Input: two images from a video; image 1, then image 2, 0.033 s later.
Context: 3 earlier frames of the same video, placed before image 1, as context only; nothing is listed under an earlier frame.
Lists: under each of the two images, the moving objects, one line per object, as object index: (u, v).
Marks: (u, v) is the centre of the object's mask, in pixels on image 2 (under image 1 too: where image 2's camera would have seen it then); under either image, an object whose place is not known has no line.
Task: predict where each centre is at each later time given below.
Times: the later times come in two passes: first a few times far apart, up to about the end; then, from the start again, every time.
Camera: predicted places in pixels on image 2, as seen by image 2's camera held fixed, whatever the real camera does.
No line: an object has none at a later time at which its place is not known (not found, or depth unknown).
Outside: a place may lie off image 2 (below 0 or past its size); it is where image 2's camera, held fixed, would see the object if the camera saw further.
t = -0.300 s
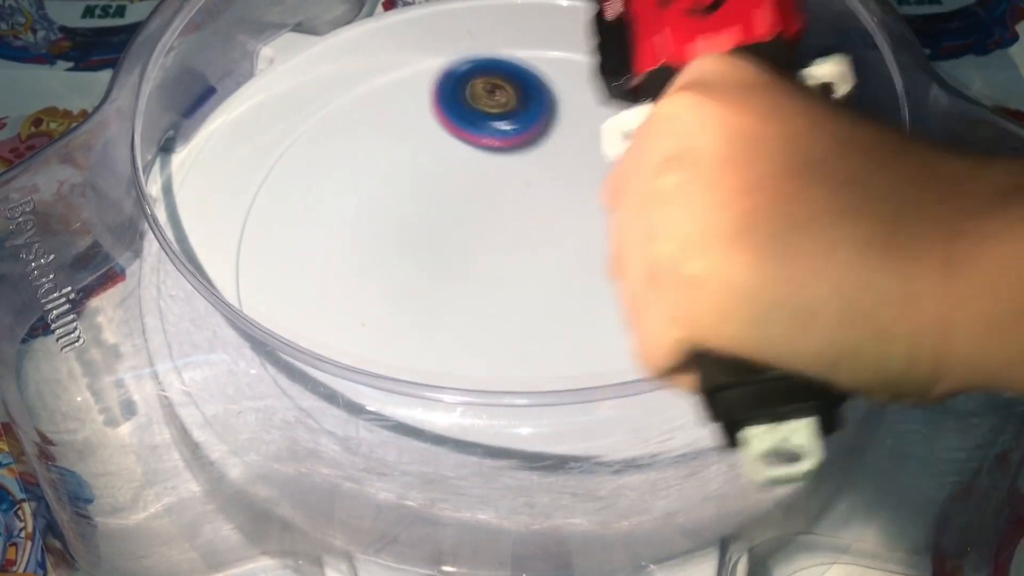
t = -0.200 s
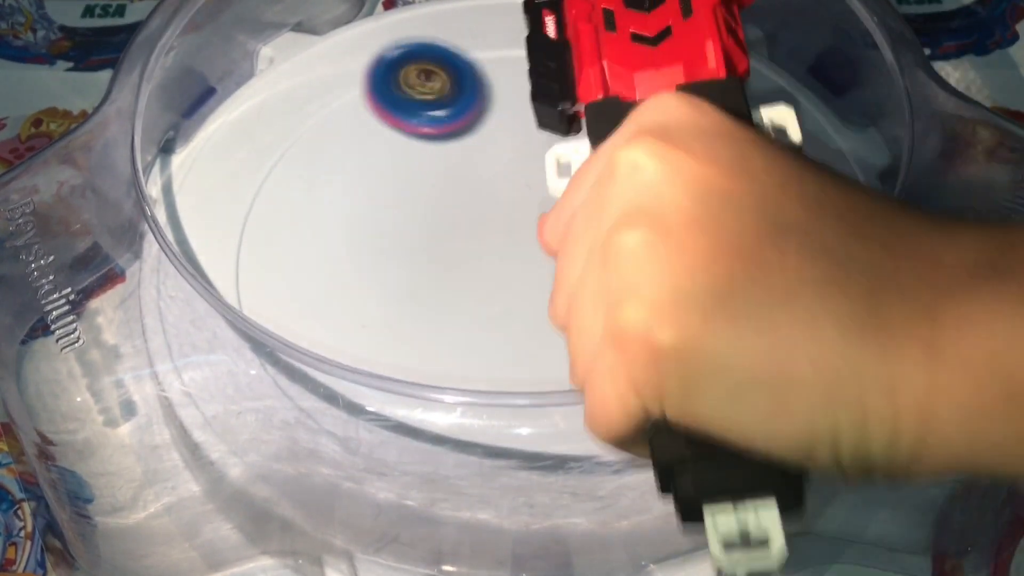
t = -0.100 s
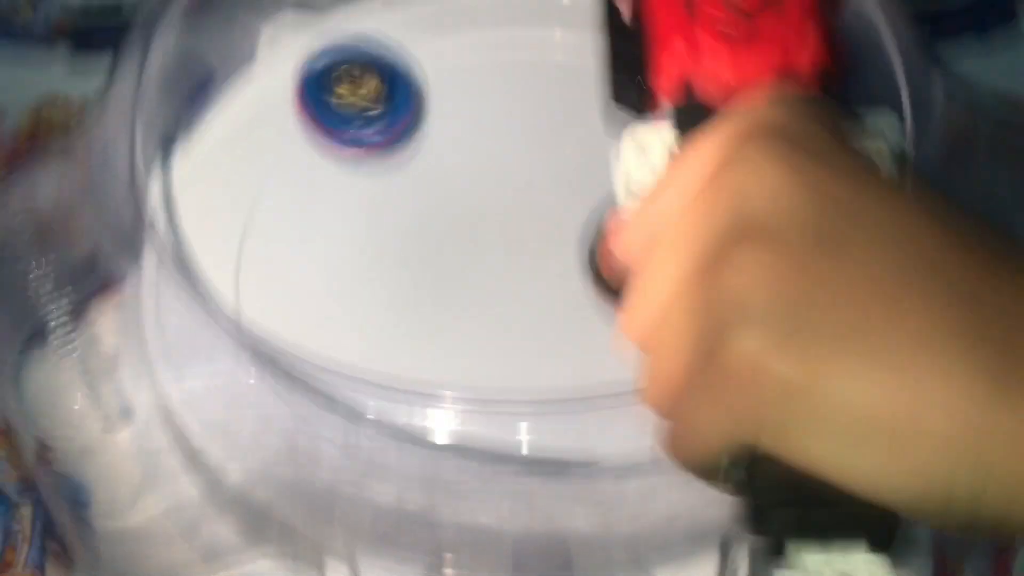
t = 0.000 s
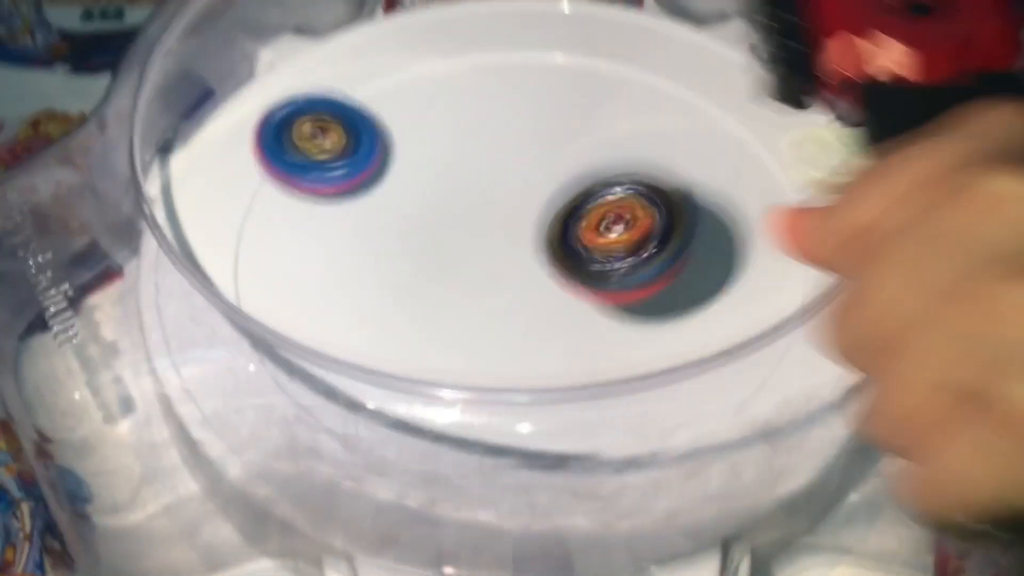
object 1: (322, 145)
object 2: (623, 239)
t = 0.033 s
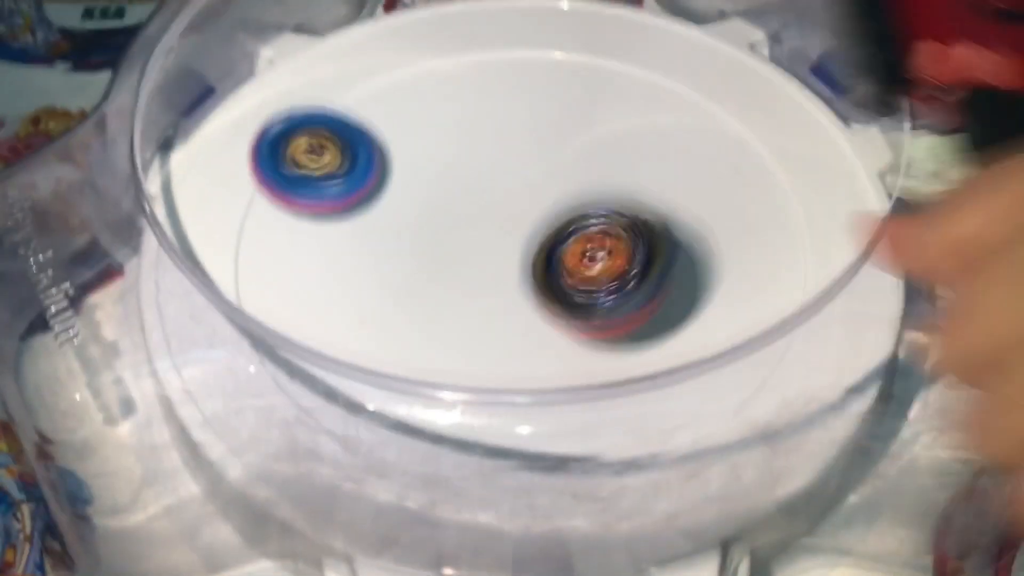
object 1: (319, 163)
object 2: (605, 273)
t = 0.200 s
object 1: (390, 258)
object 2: (516, 309)
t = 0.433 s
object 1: (505, 213)
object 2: (543, 332)
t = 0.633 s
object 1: (565, 138)
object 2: (588, 322)
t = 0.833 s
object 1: (531, 104)
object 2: (588, 319)
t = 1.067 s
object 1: (504, 148)
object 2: (517, 348)
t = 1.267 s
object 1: (551, 197)
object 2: (575, 365)
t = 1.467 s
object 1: (632, 160)
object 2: (521, 286)
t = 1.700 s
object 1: (613, 148)
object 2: (355, 294)
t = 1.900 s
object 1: (581, 181)
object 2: (397, 390)
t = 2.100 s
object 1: (590, 153)
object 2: (585, 331)
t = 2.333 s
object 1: (548, 60)
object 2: (526, 232)
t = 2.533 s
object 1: (482, 101)
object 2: (331, 246)
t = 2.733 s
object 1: (456, 167)
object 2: (360, 396)
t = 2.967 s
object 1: (504, 240)
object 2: (640, 285)
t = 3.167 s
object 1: (547, 267)
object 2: (598, 90)
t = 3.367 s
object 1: (600, 276)
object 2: (397, 53)
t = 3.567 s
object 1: (623, 256)
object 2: (300, 211)
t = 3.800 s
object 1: (611, 209)
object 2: (578, 325)
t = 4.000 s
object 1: (578, 159)
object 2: (741, 220)
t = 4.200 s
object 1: (511, 176)
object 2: (612, 88)
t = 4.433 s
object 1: (365, 303)
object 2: (432, 119)
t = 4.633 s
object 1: (418, 409)
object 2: (443, 244)
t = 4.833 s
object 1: (545, 464)
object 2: (620, 244)
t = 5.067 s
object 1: (578, 443)
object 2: (659, 111)
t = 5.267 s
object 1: (576, 326)
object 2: (510, 102)
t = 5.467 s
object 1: (603, 292)
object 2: (389, 214)
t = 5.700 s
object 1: (703, 282)
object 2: (373, 314)
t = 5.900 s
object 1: (631, 177)
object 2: (558, 324)
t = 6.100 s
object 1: (545, 86)
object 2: (638, 211)
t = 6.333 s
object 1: (420, 72)
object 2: (548, 132)
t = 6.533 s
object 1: (379, 118)
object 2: (523, 227)
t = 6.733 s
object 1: (448, 166)
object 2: (632, 294)
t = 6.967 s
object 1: (565, 219)
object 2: (722, 225)
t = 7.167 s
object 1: (491, 211)
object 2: (714, 164)
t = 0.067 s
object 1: (322, 186)
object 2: (592, 312)
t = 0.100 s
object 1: (329, 207)
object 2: (570, 297)
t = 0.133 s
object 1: (343, 224)
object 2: (552, 294)
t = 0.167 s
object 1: (363, 240)
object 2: (533, 309)
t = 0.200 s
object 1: (390, 258)
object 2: (516, 309)
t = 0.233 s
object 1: (397, 251)
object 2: (518, 308)
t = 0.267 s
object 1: (411, 244)
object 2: (520, 322)
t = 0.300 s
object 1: (427, 242)
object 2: (523, 328)
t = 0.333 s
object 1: (445, 238)
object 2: (527, 333)
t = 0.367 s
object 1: (466, 232)
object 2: (531, 332)
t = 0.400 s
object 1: (486, 224)
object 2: (536, 332)
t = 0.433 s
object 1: (505, 213)
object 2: (543, 332)
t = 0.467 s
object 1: (522, 200)
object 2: (550, 330)
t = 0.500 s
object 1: (537, 192)
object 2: (559, 333)
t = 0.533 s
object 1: (549, 181)
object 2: (572, 332)
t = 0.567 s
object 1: (557, 167)
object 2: (572, 329)
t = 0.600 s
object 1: (562, 152)
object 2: (577, 325)
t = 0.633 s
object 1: (565, 138)
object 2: (588, 322)
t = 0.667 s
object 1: (565, 129)
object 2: (591, 324)
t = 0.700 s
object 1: (561, 120)
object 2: (593, 319)
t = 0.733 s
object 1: (555, 109)
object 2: (595, 314)
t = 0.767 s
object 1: (547, 105)
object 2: (595, 318)
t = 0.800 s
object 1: (539, 103)
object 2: (593, 319)
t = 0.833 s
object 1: (531, 104)
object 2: (588, 319)
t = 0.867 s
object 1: (523, 105)
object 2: (580, 319)
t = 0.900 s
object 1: (517, 108)
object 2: (570, 321)
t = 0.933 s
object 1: (511, 113)
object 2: (558, 325)
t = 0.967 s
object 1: (506, 119)
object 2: (546, 331)
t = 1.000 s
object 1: (504, 128)
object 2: (533, 337)
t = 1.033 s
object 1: (503, 137)
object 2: (524, 342)
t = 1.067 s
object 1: (504, 148)
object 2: (517, 348)
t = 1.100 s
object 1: (508, 158)
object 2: (515, 352)
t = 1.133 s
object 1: (513, 168)
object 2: (518, 371)
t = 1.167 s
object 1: (521, 177)
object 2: (527, 379)
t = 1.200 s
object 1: (530, 185)
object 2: (542, 382)
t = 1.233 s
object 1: (540, 191)
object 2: (559, 378)
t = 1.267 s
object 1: (551, 197)
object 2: (575, 365)
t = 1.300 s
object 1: (562, 202)
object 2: (583, 344)
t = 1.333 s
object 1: (576, 203)
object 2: (588, 329)
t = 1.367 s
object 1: (593, 202)
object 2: (582, 309)
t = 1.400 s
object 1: (610, 184)
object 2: (567, 302)
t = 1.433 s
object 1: (624, 171)
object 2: (546, 294)
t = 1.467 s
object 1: (632, 160)
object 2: (521, 286)
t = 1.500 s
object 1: (635, 153)
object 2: (495, 280)
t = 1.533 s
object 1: (635, 148)
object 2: (468, 275)
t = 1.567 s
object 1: (632, 146)
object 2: (443, 273)
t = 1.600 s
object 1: (628, 144)
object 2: (418, 274)
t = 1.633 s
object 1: (623, 144)
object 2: (394, 277)
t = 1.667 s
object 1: (618, 146)
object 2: (373, 283)
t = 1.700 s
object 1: (613, 148)
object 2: (355, 294)
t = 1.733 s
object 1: (608, 150)
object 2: (344, 305)
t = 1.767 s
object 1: (602, 155)
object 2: (343, 314)
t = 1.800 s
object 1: (597, 160)
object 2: (343, 334)
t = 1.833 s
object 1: (591, 166)
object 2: (351, 356)
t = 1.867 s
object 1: (586, 173)
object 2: (371, 372)
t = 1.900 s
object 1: (581, 181)
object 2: (397, 390)
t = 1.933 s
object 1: (578, 189)
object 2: (441, 388)
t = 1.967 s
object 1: (575, 198)
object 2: (482, 383)
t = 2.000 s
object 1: (573, 207)
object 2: (520, 354)
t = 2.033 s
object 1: (573, 216)
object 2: (554, 340)
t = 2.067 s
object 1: (579, 201)
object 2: (577, 325)
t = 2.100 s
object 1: (590, 153)
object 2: (585, 331)
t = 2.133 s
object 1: (600, 111)
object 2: (591, 329)
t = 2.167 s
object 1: (606, 74)
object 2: (594, 317)
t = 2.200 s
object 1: (605, 43)
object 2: (590, 299)
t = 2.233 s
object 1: (598, 33)
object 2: (582, 282)
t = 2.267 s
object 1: (584, 37)
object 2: (568, 266)
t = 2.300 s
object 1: (567, 46)
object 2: (548, 246)
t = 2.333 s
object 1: (548, 60)
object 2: (526, 232)
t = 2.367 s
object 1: (529, 76)
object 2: (500, 219)
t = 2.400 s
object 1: (509, 90)
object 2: (470, 208)
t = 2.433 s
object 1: (494, 101)
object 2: (438, 204)
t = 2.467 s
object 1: (492, 95)
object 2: (397, 215)
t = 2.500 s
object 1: (488, 96)
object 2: (360, 228)
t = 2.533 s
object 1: (482, 101)
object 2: (331, 246)
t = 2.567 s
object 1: (475, 110)
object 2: (308, 266)
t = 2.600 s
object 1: (468, 119)
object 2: (299, 287)
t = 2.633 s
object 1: (462, 131)
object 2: (294, 315)
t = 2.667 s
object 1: (458, 142)
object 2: (299, 346)
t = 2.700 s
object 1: (456, 154)
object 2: (321, 375)
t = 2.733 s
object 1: (456, 167)
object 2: (360, 396)
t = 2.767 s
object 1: (458, 180)
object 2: (404, 408)
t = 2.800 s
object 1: (463, 192)
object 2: (456, 410)
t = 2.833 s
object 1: (469, 204)
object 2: (508, 393)
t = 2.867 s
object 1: (476, 215)
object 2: (553, 378)
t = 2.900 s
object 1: (485, 225)
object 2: (594, 349)
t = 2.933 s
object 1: (495, 234)
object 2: (624, 319)
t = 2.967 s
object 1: (504, 240)
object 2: (640, 285)
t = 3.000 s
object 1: (512, 246)
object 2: (649, 247)
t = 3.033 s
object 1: (516, 250)
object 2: (655, 210)
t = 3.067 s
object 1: (521, 253)
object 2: (651, 175)
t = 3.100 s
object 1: (528, 257)
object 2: (639, 143)
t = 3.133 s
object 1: (538, 264)
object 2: (623, 116)
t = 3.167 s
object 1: (547, 267)
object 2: (598, 90)
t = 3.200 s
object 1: (556, 271)
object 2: (570, 69)
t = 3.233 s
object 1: (566, 274)
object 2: (537, 53)
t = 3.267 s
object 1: (575, 275)
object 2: (502, 44)
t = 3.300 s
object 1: (584, 276)
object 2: (466, 40)
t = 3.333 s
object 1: (592, 277)
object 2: (430, 41)
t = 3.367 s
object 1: (600, 276)
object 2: (397, 53)
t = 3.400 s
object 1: (606, 274)
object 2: (368, 70)
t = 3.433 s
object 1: (612, 272)
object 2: (340, 89)
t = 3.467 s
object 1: (616, 268)
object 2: (315, 112)
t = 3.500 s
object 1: (620, 264)
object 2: (300, 140)
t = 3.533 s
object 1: (622, 260)
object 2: (293, 175)
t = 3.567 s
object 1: (623, 256)
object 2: (300, 211)
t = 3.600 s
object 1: (623, 252)
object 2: (319, 245)
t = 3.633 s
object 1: (622, 248)
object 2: (349, 275)
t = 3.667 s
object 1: (620, 244)
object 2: (390, 301)
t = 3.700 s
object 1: (617, 239)
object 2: (440, 316)
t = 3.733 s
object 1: (612, 238)
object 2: (490, 325)
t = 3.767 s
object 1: (607, 230)
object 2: (539, 323)
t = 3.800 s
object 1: (611, 209)
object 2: (578, 325)
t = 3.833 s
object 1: (614, 190)
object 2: (613, 322)
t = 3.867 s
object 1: (612, 174)
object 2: (647, 312)
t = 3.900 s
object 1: (609, 167)
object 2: (680, 304)
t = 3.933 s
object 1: (601, 164)
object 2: (709, 282)
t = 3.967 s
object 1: (589, 162)
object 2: (730, 253)
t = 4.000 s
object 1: (578, 159)
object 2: (741, 220)
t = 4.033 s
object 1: (565, 162)
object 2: (741, 188)
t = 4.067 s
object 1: (553, 164)
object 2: (731, 159)
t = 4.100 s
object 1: (542, 166)
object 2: (711, 131)
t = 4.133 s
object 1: (530, 169)
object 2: (683, 111)
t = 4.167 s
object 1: (521, 172)
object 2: (649, 97)
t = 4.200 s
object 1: (511, 176)
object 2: (612, 88)
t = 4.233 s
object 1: (502, 181)
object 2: (573, 87)
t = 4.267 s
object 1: (487, 192)
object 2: (538, 87)
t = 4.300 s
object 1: (450, 224)
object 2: (517, 80)
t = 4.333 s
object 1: (419, 250)
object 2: (496, 78)
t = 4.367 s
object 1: (394, 274)
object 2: (476, 85)
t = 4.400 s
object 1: (378, 292)
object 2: (454, 99)
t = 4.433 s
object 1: (365, 303)
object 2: (432, 119)
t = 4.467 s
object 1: (365, 311)
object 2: (417, 141)
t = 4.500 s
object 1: (379, 319)
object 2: (406, 166)
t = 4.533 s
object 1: (391, 325)
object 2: (403, 189)
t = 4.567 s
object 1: (405, 332)
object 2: (408, 218)
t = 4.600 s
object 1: (410, 360)
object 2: (421, 236)
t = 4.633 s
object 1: (418, 409)
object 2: (443, 244)
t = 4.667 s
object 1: (435, 443)
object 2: (468, 254)
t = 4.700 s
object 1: (469, 452)
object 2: (499, 261)
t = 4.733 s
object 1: (496, 464)
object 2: (531, 265)
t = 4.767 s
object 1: (516, 467)
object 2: (563, 262)
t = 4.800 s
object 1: (532, 466)
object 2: (595, 256)
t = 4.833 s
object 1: (545, 464)
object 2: (620, 244)
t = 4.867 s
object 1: (555, 465)
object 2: (644, 228)
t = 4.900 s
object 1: (562, 463)
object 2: (661, 210)
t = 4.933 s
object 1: (567, 460)
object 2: (674, 190)
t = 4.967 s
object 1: (569, 458)
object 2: (679, 169)
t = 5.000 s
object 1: (569, 453)
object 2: (678, 148)
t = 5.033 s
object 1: (572, 446)
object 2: (672, 129)
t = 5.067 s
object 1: (578, 443)
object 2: (659, 111)
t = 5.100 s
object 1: (583, 418)
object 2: (643, 98)
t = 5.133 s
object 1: (587, 397)
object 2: (619, 88)
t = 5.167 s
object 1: (586, 378)
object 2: (593, 83)
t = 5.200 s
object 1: (585, 358)
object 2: (567, 83)
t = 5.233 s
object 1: (580, 340)
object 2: (537, 91)
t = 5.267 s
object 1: (576, 326)
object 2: (510, 102)
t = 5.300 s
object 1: (571, 309)
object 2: (485, 119)
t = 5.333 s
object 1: (563, 293)
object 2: (465, 139)
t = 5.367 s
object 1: (554, 279)
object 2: (450, 165)
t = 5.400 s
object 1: (546, 265)
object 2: (439, 192)
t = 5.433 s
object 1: (569, 276)
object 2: (416, 206)
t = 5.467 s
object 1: (603, 292)
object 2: (389, 214)
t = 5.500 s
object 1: (635, 302)
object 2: (370, 220)
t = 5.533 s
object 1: (661, 306)
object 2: (356, 230)
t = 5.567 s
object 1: (678, 305)
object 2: (346, 241)
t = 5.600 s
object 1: (692, 306)
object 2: (344, 259)
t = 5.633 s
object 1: (701, 302)
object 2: (347, 279)
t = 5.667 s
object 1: (706, 294)
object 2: (355, 299)
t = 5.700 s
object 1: (703, 282)
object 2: (373, 314)
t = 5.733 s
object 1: (694, 266)
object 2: (397, 328)
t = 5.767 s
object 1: (683, 247)
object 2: (427, 336)
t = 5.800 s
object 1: (671, 228)
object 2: (460, 340)
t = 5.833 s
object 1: (659, 209)
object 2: (494, 341)
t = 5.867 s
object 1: (645, 192)
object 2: (526, 336)
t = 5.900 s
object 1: (631, 177)
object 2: (558, 324)
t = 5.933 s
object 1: (618, 164)
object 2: (584, 306)
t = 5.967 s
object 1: (605, 154)
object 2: (604, 285)
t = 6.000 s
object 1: (591, 144)
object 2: (619, 261)
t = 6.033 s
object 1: (579, 137)
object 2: (629, 237)
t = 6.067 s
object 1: (565, 118)
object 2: (633, 220)
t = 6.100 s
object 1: (545, 86)
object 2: (638, 211)
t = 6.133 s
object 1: (525, 59)
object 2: (637, 196)
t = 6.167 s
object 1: (503, 40)
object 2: (633, 183)
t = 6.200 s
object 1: (485, 32)
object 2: (625, 166)
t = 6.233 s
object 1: (466, 33)
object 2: (609, 154)
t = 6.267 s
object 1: (448, 40)
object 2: (591, 142)
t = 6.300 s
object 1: (432, 52)
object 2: (570, 135)
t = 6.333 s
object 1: (420, 72)
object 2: (548, 132)
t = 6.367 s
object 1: (408, 87)
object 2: (527, 135)
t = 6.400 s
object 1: (387, 94)
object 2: (517, 152)
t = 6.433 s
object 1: (375, 98)
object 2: (513, 166)
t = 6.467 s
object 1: (370, 103)
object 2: (512, 186)
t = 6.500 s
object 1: (372, 111)
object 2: (515, 206)
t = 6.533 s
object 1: (379, 118)
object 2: (523, 227)
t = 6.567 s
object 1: (388, 126)
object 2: (535, 244)
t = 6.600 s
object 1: (399, 134)
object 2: (550, 260)
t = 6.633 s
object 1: (410, 142)
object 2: (569, 274)
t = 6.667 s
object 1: (422, 150)
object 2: (589, 284)
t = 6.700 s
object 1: (435, 157)
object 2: (610, 291)
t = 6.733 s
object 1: (448, 166)
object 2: (632, 294)
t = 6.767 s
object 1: (463, 174)
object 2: (654, 292)
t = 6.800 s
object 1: (480, 182)
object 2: (676, 287)
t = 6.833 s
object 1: (499, 191)
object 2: (693, 280)
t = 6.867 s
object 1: (519, 202)
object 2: (704, 269)
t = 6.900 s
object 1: (541, 209)
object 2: (714, 252)
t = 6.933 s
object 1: (562, 215)
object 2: (715, 235)
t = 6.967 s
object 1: (565, 219)
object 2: (722, 225)
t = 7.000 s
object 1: (544, 212)
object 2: (738, 215)
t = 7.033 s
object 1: (527, 205)
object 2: (745, 205)
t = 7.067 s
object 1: (511, 203)
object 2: (747, 194)
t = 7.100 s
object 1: (500, 202)
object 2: (744, 181)
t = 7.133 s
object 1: (493, 204)
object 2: (733, 171)
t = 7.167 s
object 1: (491, 211)
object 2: (714, 164)
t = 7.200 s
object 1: (493, 218)
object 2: (692, 161)
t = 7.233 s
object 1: (497, 226)
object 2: (667, 164)
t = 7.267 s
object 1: (500, 234)
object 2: (641, 169)
